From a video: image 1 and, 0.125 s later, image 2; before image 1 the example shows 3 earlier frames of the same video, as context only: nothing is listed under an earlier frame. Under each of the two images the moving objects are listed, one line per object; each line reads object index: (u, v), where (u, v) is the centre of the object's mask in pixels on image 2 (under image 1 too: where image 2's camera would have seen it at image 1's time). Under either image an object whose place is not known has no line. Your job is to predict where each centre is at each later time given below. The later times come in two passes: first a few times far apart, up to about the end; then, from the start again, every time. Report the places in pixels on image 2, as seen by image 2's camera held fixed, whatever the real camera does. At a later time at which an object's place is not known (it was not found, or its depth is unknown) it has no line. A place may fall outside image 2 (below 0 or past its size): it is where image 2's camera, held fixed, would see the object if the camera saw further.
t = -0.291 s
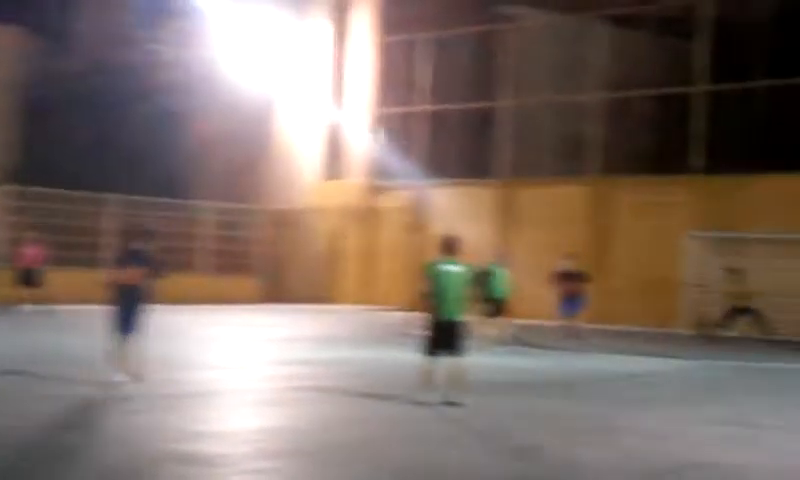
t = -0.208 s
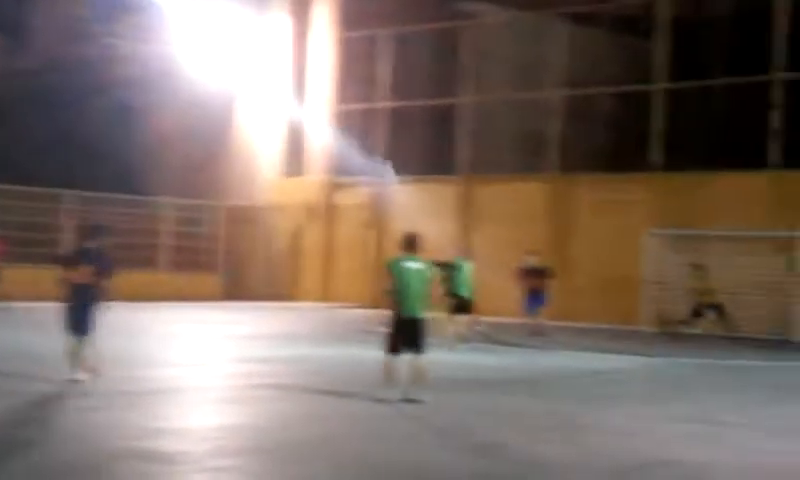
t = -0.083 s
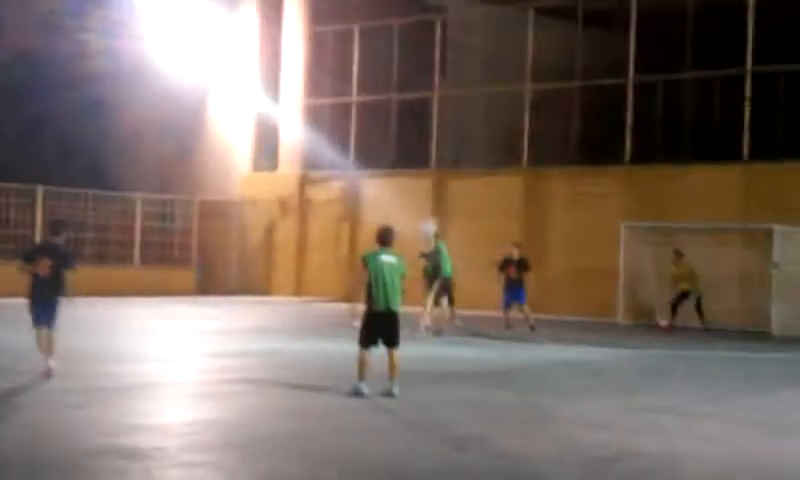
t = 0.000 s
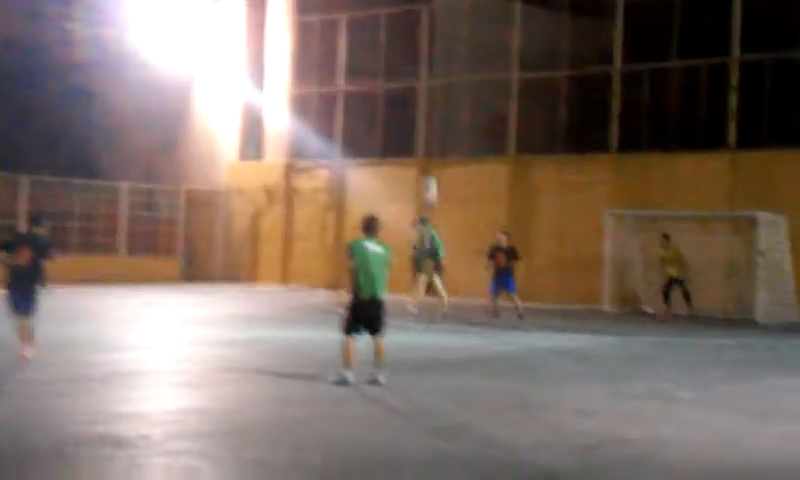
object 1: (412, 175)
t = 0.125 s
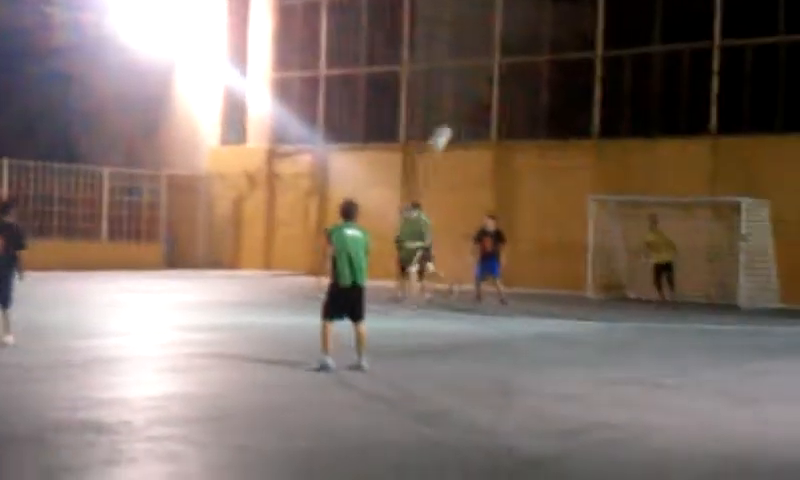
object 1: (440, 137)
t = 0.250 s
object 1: (472, 107)
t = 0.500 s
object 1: (560, 68)
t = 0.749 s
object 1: (683, 74)
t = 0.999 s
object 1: (854, 148)
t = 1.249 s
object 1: (1092, 325)
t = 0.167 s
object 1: (449, 127)
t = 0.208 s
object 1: (461, 117)
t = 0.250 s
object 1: (472, 107)
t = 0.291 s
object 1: (485, 98)
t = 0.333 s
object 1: (498, 90)
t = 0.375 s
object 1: (512, 82)
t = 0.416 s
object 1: (527, 76)
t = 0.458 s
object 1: (543, 71)
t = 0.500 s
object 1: (560, 68)
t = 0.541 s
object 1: (578, 65)
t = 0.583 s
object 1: (596, 64)
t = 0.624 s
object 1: (617, 64)
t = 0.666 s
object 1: (638, 65)
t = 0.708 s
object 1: (659, 68)
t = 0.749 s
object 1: (683, 74)
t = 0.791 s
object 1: (708, 81)
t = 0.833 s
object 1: (733, 89)
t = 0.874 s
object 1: (761, 100)
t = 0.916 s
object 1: (790, 114)
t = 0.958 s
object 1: (820, 129)
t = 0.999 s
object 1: (854, 148)
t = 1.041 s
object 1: (887, 170)
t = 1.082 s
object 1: (923, 193)
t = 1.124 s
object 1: (962, 220)
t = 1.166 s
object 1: (1002, 250)
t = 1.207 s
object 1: (1045, 286)
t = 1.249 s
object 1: (1092, 325)
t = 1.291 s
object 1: (1148, 364)
